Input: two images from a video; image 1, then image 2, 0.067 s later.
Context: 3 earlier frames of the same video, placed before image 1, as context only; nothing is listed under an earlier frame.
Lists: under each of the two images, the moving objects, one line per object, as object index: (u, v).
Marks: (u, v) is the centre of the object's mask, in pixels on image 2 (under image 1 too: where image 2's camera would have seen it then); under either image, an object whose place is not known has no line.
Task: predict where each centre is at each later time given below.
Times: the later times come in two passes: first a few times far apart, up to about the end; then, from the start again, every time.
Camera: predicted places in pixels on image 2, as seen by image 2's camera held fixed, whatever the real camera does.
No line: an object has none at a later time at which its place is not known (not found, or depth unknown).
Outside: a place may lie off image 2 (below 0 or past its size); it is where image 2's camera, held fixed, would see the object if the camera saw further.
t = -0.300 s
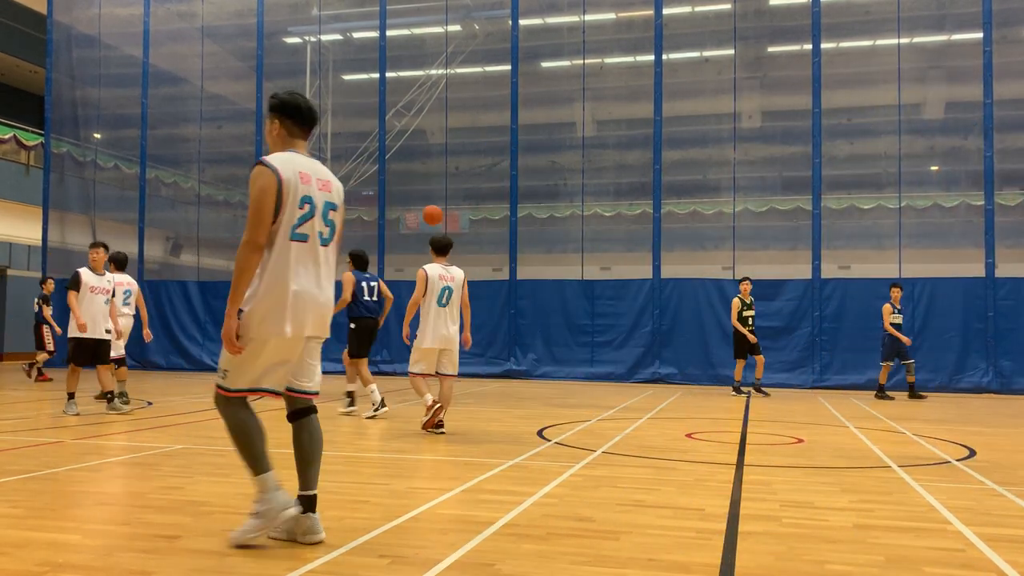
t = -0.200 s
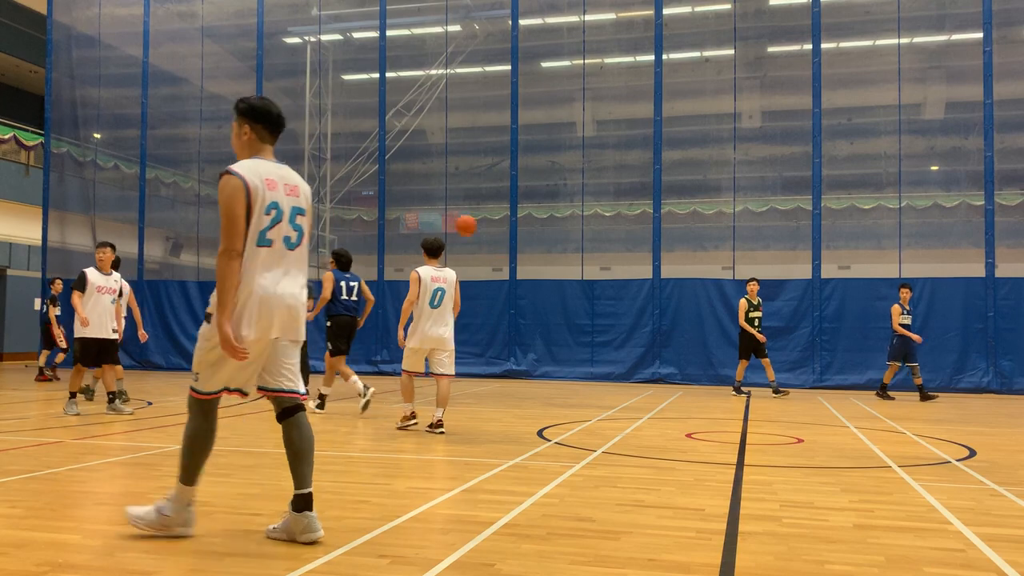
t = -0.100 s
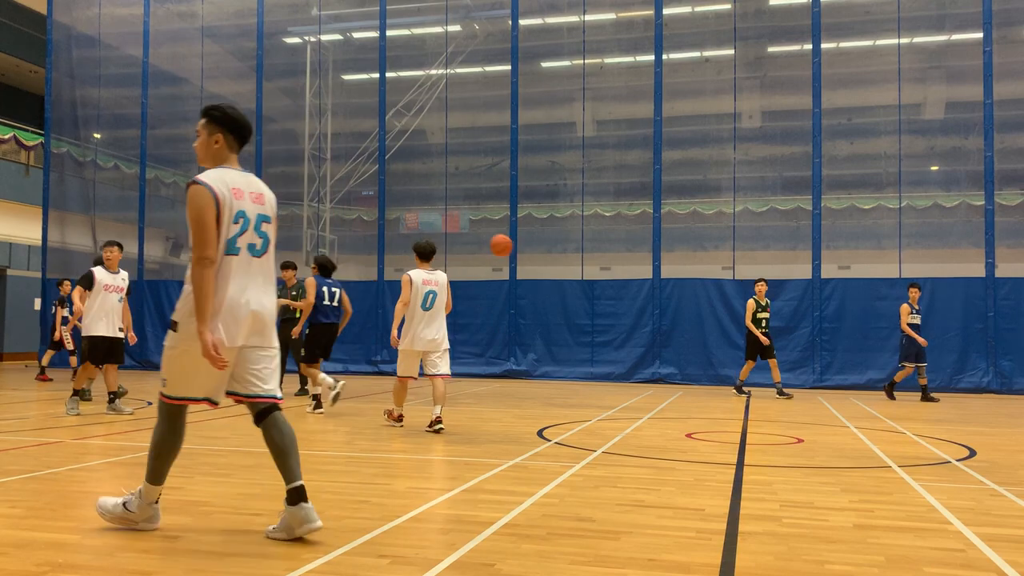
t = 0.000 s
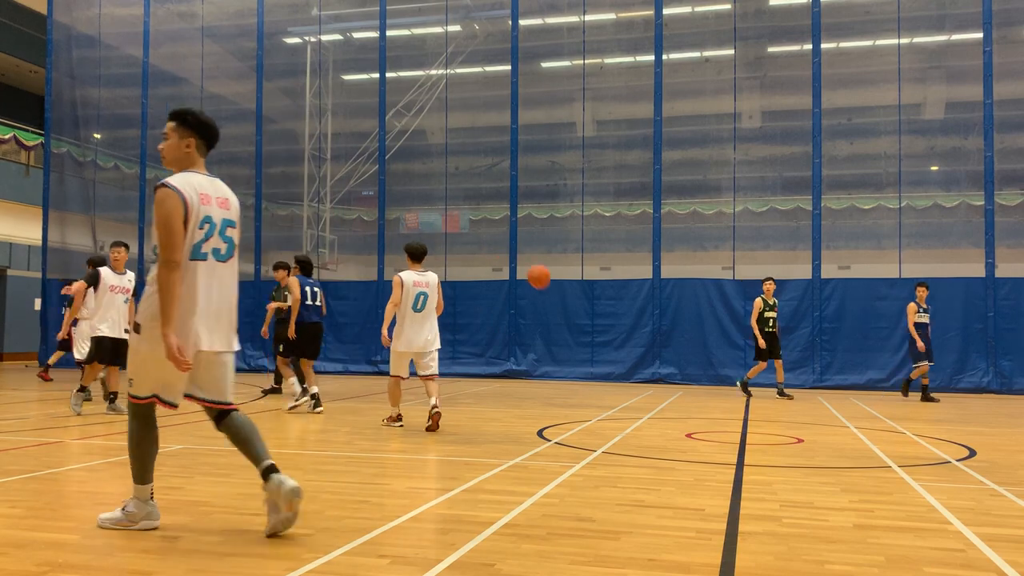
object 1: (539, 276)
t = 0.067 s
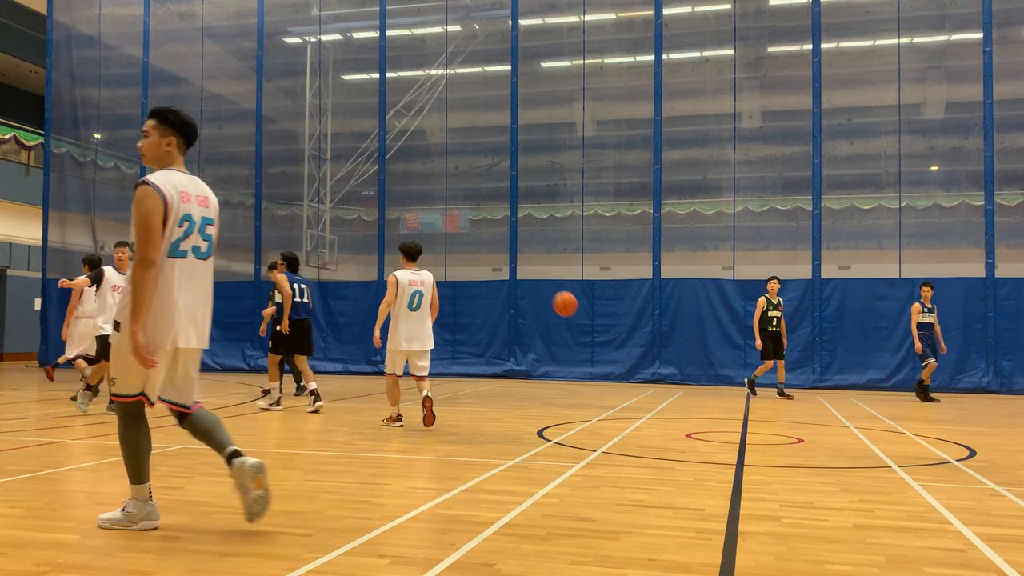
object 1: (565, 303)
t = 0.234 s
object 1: (637, 399)
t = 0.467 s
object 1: (699, 322)
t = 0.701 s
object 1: (758, 257)
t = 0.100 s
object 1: (578, 319)
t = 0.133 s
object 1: (592, 337)
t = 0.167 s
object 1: (607, 356)
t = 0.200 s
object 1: (622, 376)
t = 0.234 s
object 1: (637, 399)
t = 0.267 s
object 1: (652, 419)
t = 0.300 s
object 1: (660, 399)
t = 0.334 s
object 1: (667, 381)
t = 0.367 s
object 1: (675, 365)
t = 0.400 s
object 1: (683, 350)
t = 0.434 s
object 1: (690, 335)
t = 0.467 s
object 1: (699, 322)
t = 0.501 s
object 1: (707, 309)
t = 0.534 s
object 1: (715, 298)
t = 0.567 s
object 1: (724, 288)
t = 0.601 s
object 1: (732, 278)
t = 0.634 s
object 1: (741, 270)
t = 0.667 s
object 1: (750, 263)
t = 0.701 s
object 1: (758, 257)
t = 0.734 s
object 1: (767, 253)
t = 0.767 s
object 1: (776, 250)
